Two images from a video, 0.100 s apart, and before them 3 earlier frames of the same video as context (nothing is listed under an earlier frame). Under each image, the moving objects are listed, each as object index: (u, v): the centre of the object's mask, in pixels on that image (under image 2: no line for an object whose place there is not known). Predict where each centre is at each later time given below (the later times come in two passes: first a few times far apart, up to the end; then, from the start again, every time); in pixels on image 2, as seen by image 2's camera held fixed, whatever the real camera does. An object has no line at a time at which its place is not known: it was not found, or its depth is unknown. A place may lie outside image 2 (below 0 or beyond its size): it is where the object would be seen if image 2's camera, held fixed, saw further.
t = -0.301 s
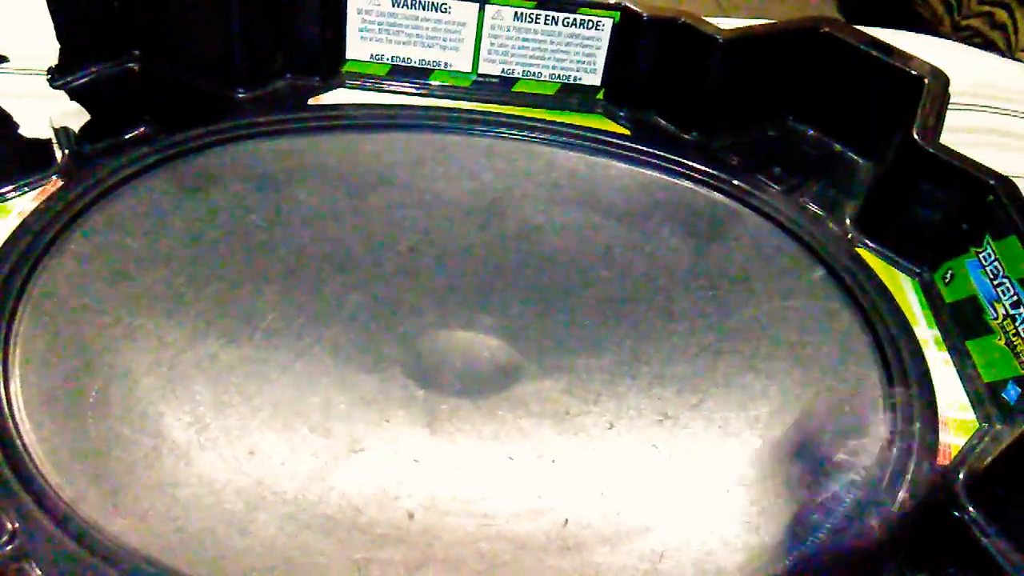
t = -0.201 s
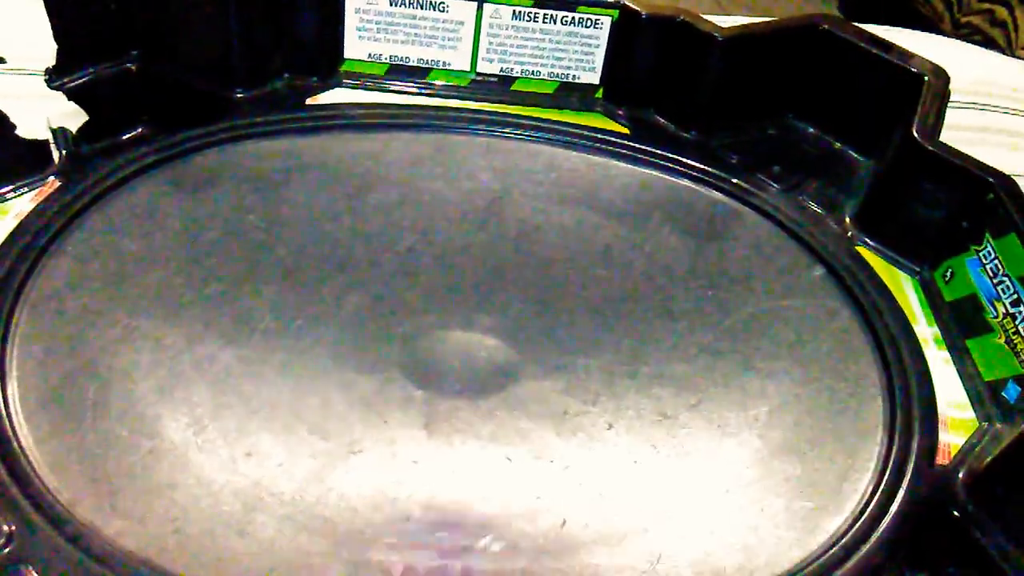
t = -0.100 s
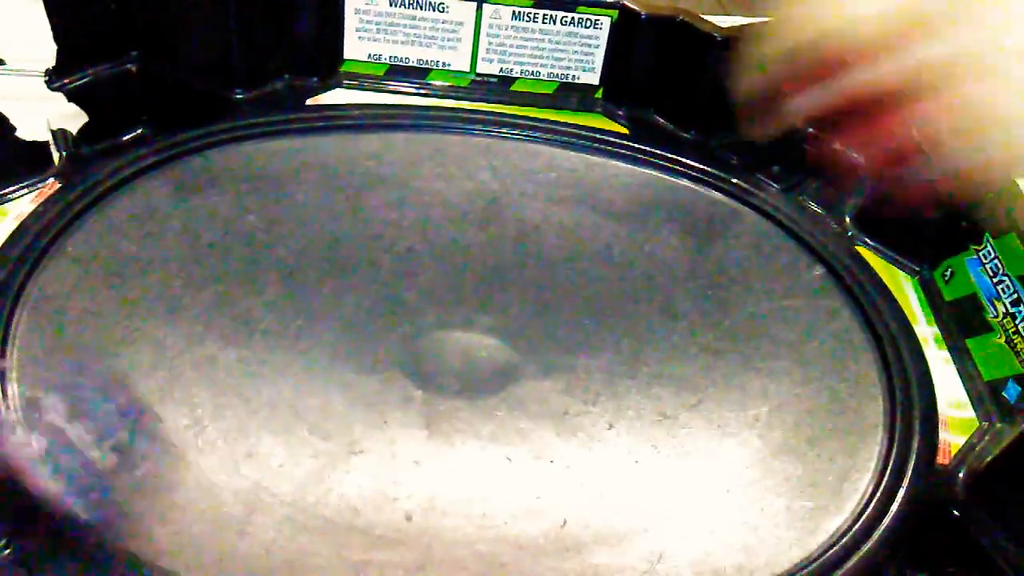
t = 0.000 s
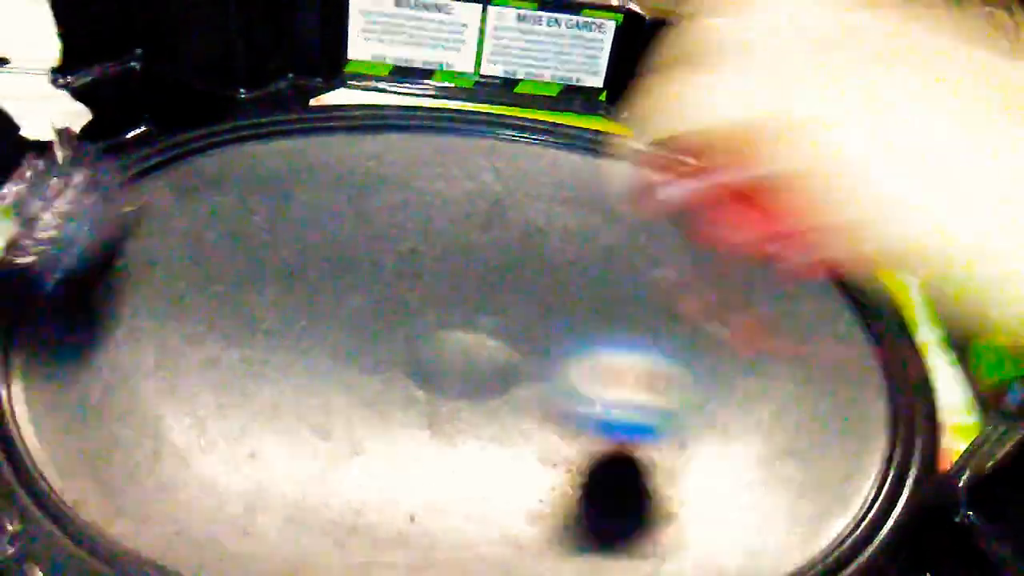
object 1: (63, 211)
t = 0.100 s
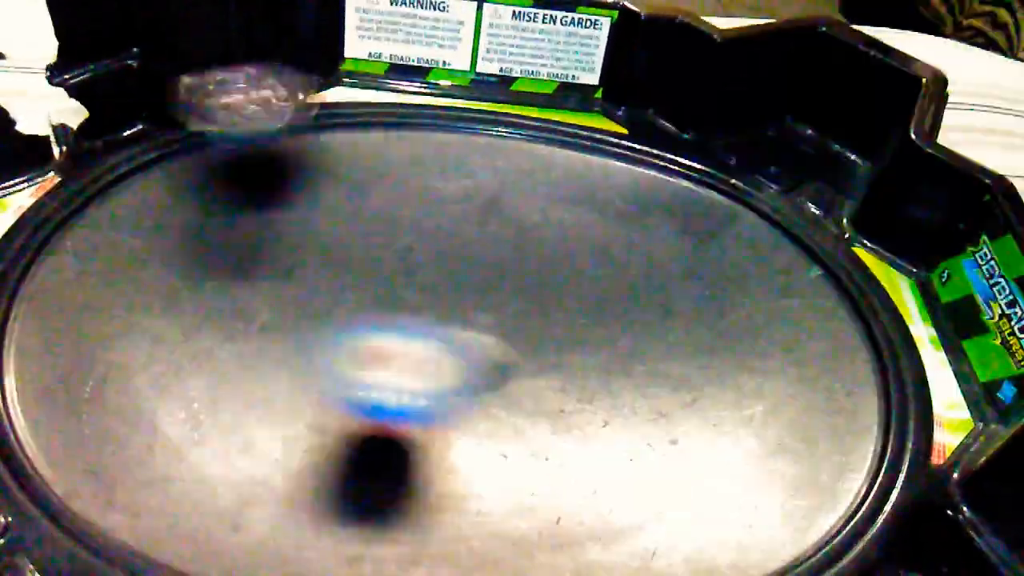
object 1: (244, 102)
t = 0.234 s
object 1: (531, 126)
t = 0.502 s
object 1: (885, 410)
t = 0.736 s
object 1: (437, 533)
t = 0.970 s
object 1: (102, 310)
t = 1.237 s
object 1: (388, 209)
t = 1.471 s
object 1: (634, 262)
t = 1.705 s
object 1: (693, 409)
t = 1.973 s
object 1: (398, 463)
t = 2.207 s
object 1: (121, 323)
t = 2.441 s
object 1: (100, 235)
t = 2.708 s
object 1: (401, 254)
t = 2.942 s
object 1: (512, 324)
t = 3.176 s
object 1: (440, 358)
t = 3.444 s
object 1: (351, 400)
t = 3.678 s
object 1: (276, 410)
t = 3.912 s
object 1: (283, 391)
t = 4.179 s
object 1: (428, 380)
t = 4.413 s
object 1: (575, 398)
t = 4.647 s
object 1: (622, 407)
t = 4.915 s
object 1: (540, 376)
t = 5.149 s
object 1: (487, 330)
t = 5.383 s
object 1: (485, 282)
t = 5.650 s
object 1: (532, 234)
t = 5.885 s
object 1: (550, 260)
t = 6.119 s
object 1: (563, 256)
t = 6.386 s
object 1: (470, 324)
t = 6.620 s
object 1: (307, 345)
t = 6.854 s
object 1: (104, 374)
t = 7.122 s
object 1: (50, 357)
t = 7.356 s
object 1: (155, 369)
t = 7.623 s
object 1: (402, 411)
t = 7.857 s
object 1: (555, 411)
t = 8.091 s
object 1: (622, 396)
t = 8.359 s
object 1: (604, 354)
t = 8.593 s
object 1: (505, 312)
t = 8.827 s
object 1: (297, 279)
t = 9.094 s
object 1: (170, 299)
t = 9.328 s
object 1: (227, 321)
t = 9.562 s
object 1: (341, 377)
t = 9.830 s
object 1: (462, 418)
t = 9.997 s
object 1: (516, 419)
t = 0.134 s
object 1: (316, 101)
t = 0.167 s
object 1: (398, 109)
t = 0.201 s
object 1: (465, 114)
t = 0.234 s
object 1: (531, 126)
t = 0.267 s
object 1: (601, 141)
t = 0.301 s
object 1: (667, 158)
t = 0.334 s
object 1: (724, 185)
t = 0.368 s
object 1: (782, 213)
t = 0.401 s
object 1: (837, 248)
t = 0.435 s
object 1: (872, 295)
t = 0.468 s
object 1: (886, 353)
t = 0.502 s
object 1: (885, 410)
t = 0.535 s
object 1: (873, 474)
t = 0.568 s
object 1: (850, 517)
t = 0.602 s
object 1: (797, 537)
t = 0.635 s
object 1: (693, 542)
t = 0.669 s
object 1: (599, 543)
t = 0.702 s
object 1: (521, 541)
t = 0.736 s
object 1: (437, 533)
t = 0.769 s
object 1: (347, 521)
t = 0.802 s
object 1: (270, 498)
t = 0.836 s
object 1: (190, 451)
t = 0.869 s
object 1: (138, 411)
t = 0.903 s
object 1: (102, 367)
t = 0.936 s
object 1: (86, 334)
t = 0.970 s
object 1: (102, 310)
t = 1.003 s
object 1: (133, 289)
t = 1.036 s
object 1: (167, 272)
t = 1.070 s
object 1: (203, 253)
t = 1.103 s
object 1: (239, 239)
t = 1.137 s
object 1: (277, 225)
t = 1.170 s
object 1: (314, 217)
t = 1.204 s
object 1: (349, 211)
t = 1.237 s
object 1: (388, 209)
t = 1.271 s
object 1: (431, 204)
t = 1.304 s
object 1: (469, 214)
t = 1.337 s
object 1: (508, 220)
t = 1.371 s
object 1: (542, 229)
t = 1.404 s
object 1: (578, 239)
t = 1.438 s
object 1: (611, 250)
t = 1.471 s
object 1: (634, 262)
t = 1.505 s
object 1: (660, 281)
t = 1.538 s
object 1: (680, 300)
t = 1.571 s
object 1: (694, 320)
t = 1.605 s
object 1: (701, 341)
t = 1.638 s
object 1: (705, 362)
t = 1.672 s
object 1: (703, 386)
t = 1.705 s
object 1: (693, 409)
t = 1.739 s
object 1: (672, 431)
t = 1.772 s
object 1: (647, 448)
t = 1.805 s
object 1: (617, 461)
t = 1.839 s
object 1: (580, 473)
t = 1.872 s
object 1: (539, 479)
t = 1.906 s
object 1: (492, 476)
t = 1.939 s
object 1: (444, 472)
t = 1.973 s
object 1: (398, 463)
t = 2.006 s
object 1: (353, 448)
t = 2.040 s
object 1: (310, 429)
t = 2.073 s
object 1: (272, 409)
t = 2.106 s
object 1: (242, 383)
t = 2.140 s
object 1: (222, 356)
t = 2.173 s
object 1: (184, 335)
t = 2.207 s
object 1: (121, 323)
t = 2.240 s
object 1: (74, 308)
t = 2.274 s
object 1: (54, 292)
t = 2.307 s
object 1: (44, 278)
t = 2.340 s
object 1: (47, 267)
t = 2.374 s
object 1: (57, 257)
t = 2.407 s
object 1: (71, 246)
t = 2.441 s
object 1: (100, 235)
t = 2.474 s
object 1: (130, 229)
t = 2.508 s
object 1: (166, 226)
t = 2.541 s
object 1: (202, 226)
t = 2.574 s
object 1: (240, 227)
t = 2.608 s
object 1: (277, 229)
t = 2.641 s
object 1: (319, 234)
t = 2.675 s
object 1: (360, 244)
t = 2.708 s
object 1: (401, 254)
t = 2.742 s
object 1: (432, 265)
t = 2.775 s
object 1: (473, 282)
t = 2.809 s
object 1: (506, 300)
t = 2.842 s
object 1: (534, 319)
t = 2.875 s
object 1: (538, 325)
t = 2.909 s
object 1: (523, 324)
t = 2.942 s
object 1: (512, 324)
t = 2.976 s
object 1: (501, 325)
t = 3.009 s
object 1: (489, 328)
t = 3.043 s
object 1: (477, 332)
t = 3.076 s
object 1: (467, 337)
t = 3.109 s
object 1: (458, 343)
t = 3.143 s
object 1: (449, 350)
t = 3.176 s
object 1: (440, 358)
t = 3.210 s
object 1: (432, 365)
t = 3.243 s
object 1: (422, 375)
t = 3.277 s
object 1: (412, 383)
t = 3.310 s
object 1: (400, 390)
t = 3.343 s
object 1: (388, 395)
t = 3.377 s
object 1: (376, 398)
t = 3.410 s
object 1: (363, 400)
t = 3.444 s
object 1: (351, 400)
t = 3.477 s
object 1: (338, 399)
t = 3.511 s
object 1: (326, 397)
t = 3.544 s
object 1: (315, 392)
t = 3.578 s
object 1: (307, 389)
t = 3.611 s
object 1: (299, 393)
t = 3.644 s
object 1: (285, 403)
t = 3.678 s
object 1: (276, 410)
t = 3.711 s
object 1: (269, 413)
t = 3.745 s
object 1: (263, 413)
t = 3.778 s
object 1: (261, 409)
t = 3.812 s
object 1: (260, 402)
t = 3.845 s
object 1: (260, 394)
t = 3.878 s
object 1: (267, 389)
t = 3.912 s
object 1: (283, 391)
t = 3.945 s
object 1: (301, 392)
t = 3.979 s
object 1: (321, 390)
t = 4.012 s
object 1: (338, 388)
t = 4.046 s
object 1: (357, 385)
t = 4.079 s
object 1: (376, 383)
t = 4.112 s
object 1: (393, 381)
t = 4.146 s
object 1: (411, 380)
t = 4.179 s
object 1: (428, 380)
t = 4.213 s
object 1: (446, 380)
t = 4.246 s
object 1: (462, 384)
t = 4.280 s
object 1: (483, 384)
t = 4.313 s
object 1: (511, 390)
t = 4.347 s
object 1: (531, 393)
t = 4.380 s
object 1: (552, 396)
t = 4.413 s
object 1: (575, 398)
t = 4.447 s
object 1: (593, 399)
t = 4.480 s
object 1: (607, 402)
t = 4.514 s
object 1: (618, 402)
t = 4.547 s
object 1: (624, 404)
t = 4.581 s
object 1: (626, 406)
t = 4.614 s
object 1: (626, 407)
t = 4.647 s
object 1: (622, 407)
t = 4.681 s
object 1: (616, 407)
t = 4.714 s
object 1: (608, 406)
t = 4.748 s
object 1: (598, 403)
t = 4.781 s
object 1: (588, 399)
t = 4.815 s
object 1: (577, 393)
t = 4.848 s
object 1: (565, 387)
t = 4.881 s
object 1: (552, 381)
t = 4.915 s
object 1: (540, 376)
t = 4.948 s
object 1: (530, 370)
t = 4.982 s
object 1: (520, 363)
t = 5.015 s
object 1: (512, 357)
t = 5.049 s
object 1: (504, 351)
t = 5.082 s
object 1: (497, 343)
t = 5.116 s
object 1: (491, 337)
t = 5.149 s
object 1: (487, 330)
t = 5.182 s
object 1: (486, 324)
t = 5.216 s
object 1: (484, 316)
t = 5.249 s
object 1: (484, 309)
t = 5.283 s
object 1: (485, 301)
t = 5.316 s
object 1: (485, 293)
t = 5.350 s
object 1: (484, 286)
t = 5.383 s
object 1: (485, 282)
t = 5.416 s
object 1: (487, 278)
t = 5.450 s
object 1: (488, 273)
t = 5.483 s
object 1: (494, 265)
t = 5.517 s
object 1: (502, 259)
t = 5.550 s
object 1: (512, 250)
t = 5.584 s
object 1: (520, 242)
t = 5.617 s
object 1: (526, 237)
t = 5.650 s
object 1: (532, 234)
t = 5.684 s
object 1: (536, 233)
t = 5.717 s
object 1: (540, 234)
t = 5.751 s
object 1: (545, 239)
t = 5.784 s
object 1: (548, 248)
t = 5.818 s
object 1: (550, 253)
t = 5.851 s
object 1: (550, 259)
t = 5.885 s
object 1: (550, 260)
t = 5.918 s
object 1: (558, 254)
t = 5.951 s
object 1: (564, 249)
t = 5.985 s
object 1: (567, 245)
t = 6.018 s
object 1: (569, 245)
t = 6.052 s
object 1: (569, 246)
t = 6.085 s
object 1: (567, 249)
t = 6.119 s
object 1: (563, 256)
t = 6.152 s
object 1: (557, 262)
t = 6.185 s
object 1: (549, 269)
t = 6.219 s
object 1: (538, 280)
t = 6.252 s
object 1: (526, 289)
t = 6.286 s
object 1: (511, 300)
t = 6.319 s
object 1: (499, 308)
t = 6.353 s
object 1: (485, 317)
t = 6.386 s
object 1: (470, 324)
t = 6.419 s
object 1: (452, 331)
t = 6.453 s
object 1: (431, 337)
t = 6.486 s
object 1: (406, 342)
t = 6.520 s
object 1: (379, 345)
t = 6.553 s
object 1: (352, 347)
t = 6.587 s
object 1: (332, 345)
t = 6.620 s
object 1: (307, 345)
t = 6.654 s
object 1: (284, 343)
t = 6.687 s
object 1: (265, 341)
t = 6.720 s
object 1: (246, 339)
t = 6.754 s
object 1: (210, 348)
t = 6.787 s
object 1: (169, 361)
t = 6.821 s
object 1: (135, 368)
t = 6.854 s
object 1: (104, 374)
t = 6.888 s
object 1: (77, 377)
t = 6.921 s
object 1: (60, 377)
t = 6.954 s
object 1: (49, 375)
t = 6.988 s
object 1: (51, 372)
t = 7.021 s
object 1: (60, 368)
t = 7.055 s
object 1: (55, 362)
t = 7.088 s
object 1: (51, 359)
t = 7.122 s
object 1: (50, 357)
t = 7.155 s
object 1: (52, 355)
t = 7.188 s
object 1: (58, 353)
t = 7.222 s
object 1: (65, 353)
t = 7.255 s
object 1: (79, 355)
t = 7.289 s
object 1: (104, 358)
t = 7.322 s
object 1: (129, 363)
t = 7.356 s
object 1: (155, 369)
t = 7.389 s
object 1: (183, 375)
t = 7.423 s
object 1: (213, 382)
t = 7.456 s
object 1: (242, 388)
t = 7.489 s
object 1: (275, 396)
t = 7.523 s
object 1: (306, 401)
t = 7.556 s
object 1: (339, 406)
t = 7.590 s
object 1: (370, 409)
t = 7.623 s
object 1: (402, 411)
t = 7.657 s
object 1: (427, 411)
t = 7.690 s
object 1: (454, 413)
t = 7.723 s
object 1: (476, 413)
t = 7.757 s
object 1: (500, 414)
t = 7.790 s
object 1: (520, 413)
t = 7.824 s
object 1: (538, 412)
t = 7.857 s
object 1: (555, 411)
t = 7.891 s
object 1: (569, 408)
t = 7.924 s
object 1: (582, 407)
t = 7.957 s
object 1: (593, 405)
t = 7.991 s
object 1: (602, 403)
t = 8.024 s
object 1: (610, 402)
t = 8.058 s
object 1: (617, 399)
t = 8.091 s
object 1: (622, 396)
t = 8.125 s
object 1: (626, 392)
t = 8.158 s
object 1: (629, 389)
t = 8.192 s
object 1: (628, 384)
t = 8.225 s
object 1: (626, 380)
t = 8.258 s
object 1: (623, 374)
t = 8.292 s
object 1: (618, 368)
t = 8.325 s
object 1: (612, 360)
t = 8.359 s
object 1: (604, 354)
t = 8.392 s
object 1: (597, 349)
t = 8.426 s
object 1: (589, 344)
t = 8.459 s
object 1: (581, 338)
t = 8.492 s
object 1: (573, 332)
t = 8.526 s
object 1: (562, 325)
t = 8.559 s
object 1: (544, 318)
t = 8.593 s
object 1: (505, 312)
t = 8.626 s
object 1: (473, 305)
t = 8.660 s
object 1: (443, 299)
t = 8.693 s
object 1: (414, 289)
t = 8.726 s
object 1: (392, 280)
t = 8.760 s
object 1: (372, 272)
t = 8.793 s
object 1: (341, 274)
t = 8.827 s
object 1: (297, 279)
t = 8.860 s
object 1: (264, 282)
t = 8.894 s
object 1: (235, 286)
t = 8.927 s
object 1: (214, 290)
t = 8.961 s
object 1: (194, 293)
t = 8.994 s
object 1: (181, 295)
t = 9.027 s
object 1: (172, 297)
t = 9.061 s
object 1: (170, 298)
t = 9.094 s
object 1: (170, 299)
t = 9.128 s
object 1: (172, 299)
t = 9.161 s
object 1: (177, 299)
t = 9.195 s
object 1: (184, 301)
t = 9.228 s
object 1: (193, 305)
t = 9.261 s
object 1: (202, 308)
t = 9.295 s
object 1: (214, 315)
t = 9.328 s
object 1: (227, 321)
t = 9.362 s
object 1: (241, 329)
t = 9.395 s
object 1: (258, 335)
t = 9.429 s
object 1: (273, 343)
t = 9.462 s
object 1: (289, 351)
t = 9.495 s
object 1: (307, 359)
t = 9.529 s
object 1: (322, 369)
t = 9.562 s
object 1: (341, 377)
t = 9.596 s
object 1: (358, 385)
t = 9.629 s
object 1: (375, 390)
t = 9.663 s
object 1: (389, 396)
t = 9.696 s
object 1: (405, 402)
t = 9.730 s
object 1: (420, 408)
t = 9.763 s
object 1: (434, 411)
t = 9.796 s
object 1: (449, 414)
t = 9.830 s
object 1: (462, 418)
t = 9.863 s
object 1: (474, 420)
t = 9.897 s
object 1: (486, 422)
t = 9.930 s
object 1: (497, 422)
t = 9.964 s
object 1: (507, 422)
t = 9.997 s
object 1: (516, 419)
